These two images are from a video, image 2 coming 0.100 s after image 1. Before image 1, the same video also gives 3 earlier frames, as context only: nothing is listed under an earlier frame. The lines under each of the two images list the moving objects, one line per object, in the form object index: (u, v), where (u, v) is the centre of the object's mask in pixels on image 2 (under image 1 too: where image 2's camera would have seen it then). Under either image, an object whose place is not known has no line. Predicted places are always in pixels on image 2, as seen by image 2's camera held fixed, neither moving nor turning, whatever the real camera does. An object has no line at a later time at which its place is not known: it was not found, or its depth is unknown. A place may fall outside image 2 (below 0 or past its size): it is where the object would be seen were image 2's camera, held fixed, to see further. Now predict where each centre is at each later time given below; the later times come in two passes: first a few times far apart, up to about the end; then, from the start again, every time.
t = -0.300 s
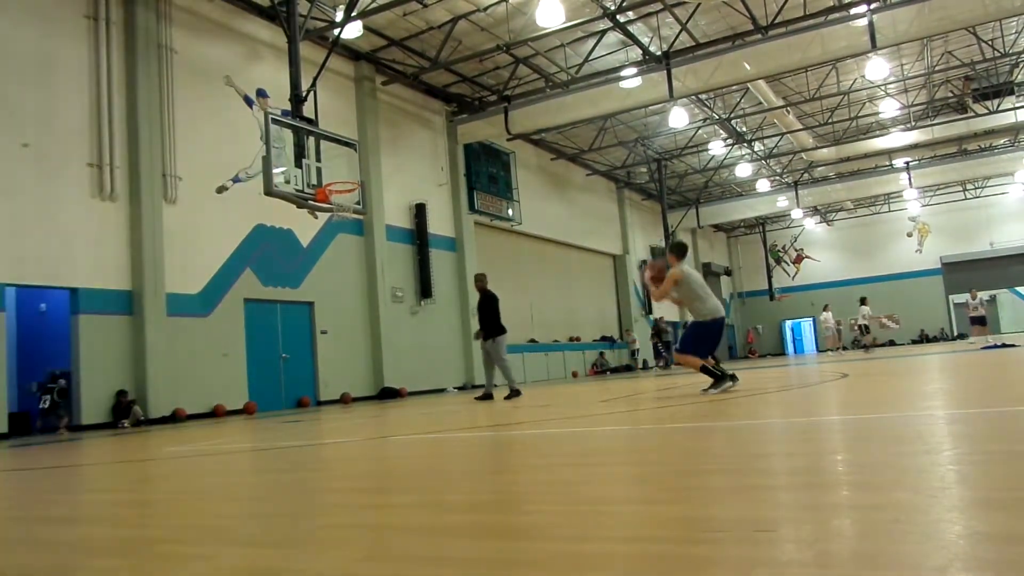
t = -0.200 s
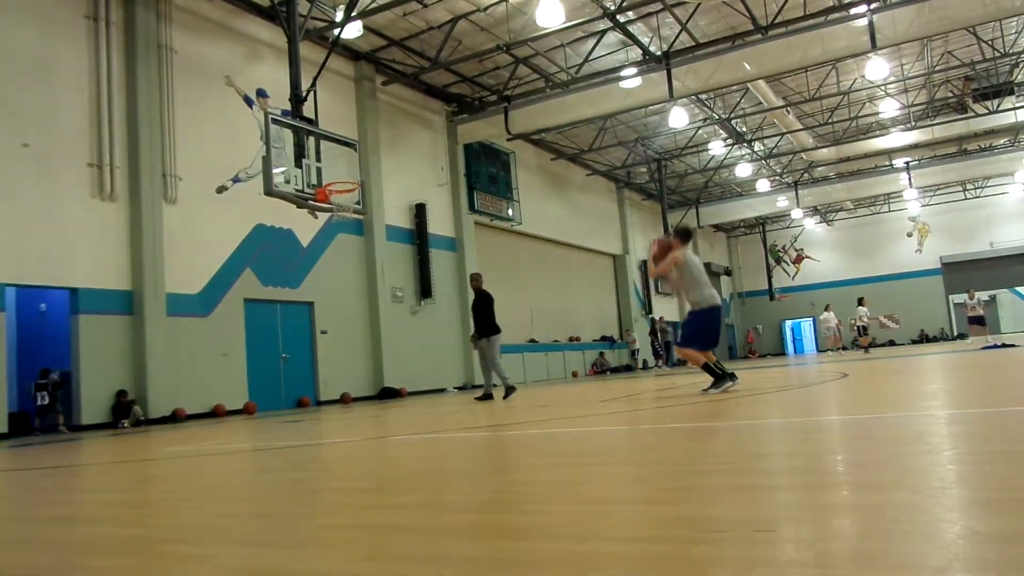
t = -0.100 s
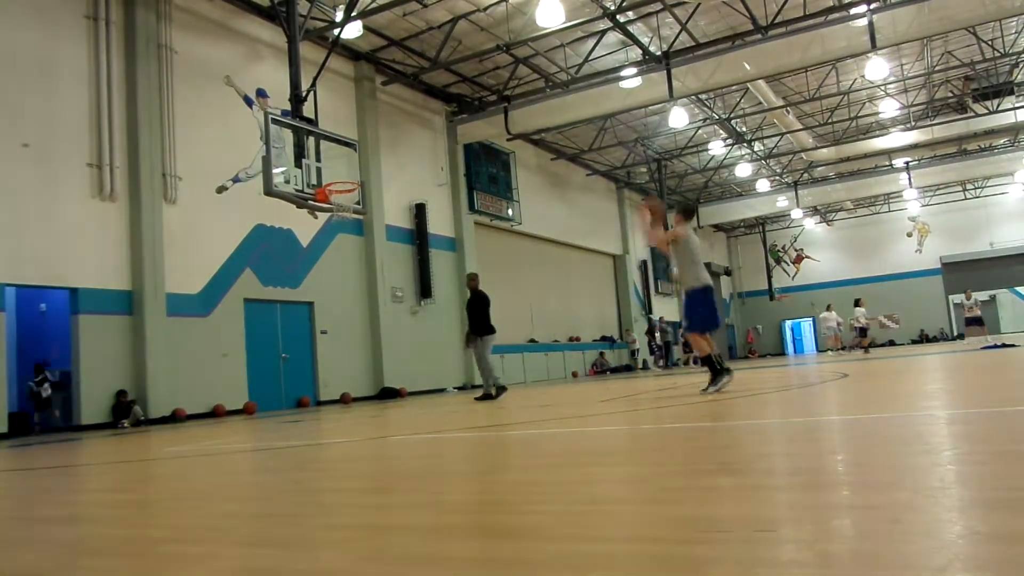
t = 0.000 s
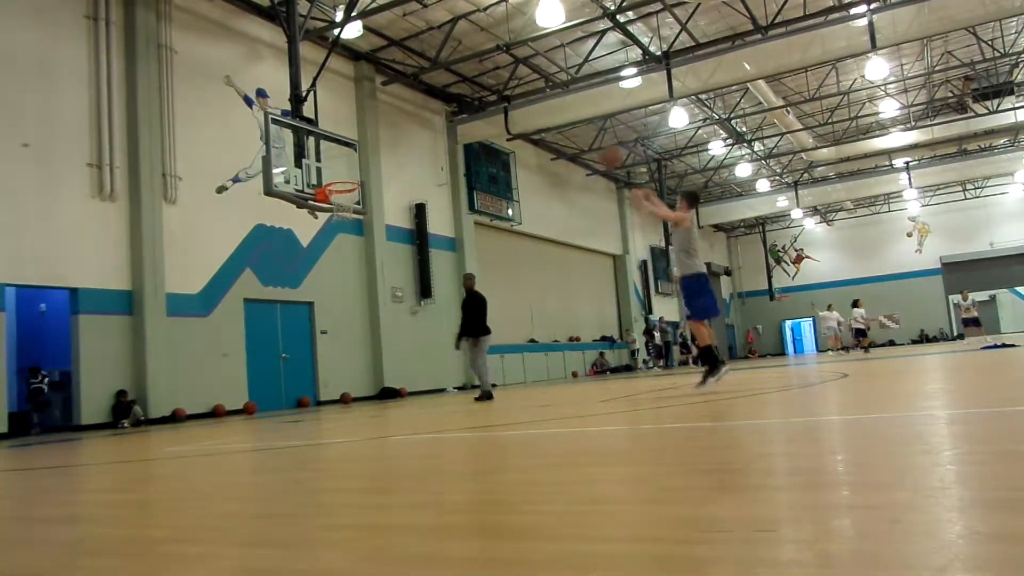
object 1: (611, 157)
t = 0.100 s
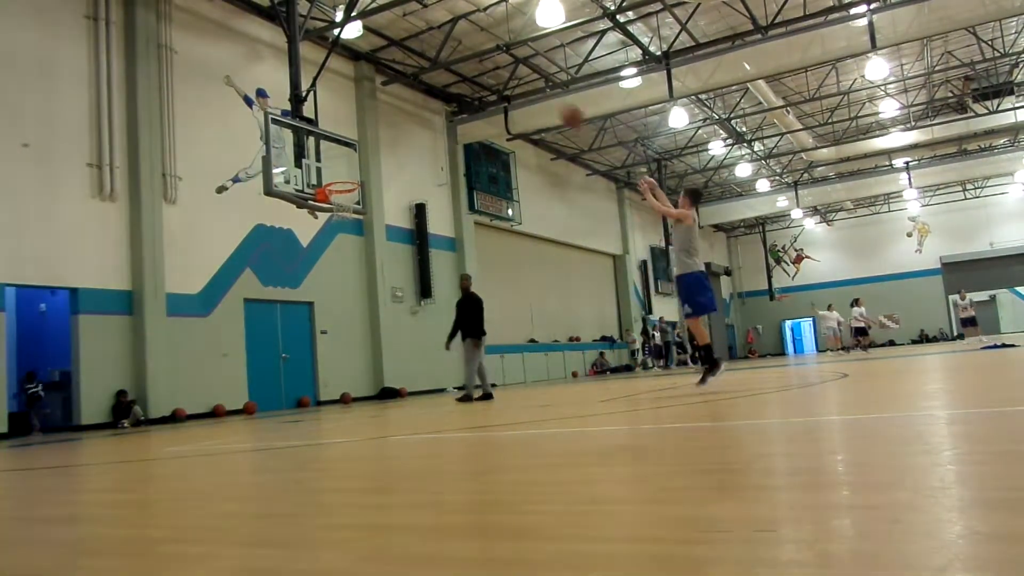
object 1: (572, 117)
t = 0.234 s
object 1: (528, 82)
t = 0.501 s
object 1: (454, 61)
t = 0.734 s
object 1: (403, 91)
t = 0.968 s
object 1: (361, 155)
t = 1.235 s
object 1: (328, 222)
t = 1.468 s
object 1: (308, 284)
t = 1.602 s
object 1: (297, 340)
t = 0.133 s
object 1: (560, 106)
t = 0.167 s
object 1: (549, 96)
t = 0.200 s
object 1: (538, 87)
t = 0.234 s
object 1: (528, 82)
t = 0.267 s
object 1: (518, 75)
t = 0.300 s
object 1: (507, 71)
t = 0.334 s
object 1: (497, 67)
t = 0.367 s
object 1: (488, 64)
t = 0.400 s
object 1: (479, 61)
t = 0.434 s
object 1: (471, 61)
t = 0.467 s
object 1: (463, 61)
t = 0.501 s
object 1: (454, 61)
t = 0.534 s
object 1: (448, 63)
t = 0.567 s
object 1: (439, 67)
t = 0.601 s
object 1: (433, 70)
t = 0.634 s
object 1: (424, 76)
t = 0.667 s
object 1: (418, 78)
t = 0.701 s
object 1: (411, 85)
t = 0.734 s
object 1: (403, 91)
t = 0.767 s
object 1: (397, 99)
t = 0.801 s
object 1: (391, 107)
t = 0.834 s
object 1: (385, 114)
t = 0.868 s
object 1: (379, 124)
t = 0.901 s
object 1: (373, 134)
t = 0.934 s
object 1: (368, 145)
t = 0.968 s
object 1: (361, 155)
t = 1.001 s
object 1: (357, 166)
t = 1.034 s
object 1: (352, 177)
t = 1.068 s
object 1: (348, 189)
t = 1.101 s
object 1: (342, 202)
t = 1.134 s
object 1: (338, 208)
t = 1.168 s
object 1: (335, 211)
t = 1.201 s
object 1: (332, 217)
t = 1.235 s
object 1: (328, 222)
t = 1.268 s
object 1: (324, 229)
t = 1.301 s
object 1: (321, 237)
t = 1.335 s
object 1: (318, 245)
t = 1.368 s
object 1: (316, 253)
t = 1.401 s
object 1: (313, 263)
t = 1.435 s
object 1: (310, 274)
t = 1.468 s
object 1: (308, 284)
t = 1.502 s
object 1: (305, 297)
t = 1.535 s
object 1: (302, 310)
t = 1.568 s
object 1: (299, 325)
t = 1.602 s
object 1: (297, 340)
